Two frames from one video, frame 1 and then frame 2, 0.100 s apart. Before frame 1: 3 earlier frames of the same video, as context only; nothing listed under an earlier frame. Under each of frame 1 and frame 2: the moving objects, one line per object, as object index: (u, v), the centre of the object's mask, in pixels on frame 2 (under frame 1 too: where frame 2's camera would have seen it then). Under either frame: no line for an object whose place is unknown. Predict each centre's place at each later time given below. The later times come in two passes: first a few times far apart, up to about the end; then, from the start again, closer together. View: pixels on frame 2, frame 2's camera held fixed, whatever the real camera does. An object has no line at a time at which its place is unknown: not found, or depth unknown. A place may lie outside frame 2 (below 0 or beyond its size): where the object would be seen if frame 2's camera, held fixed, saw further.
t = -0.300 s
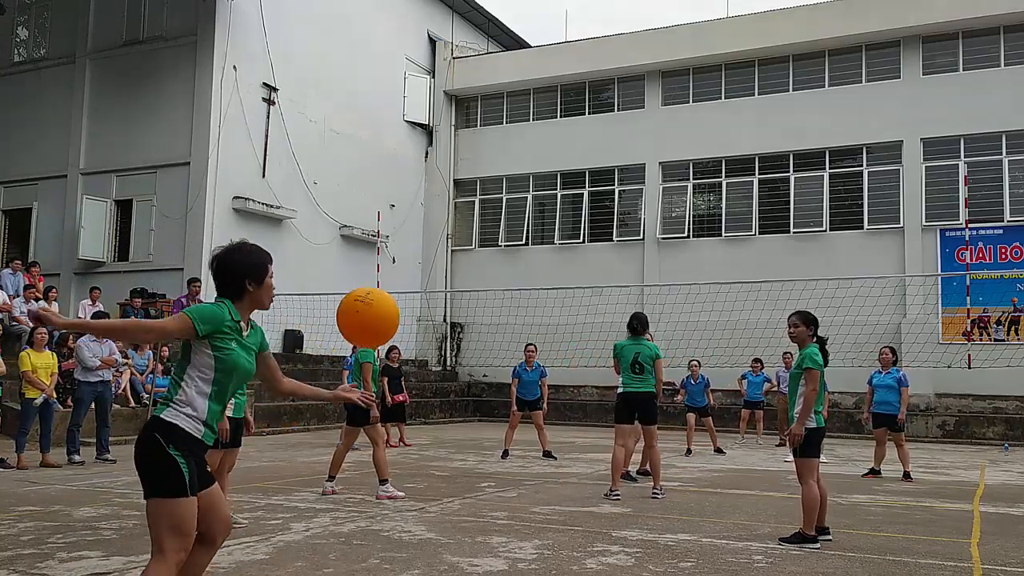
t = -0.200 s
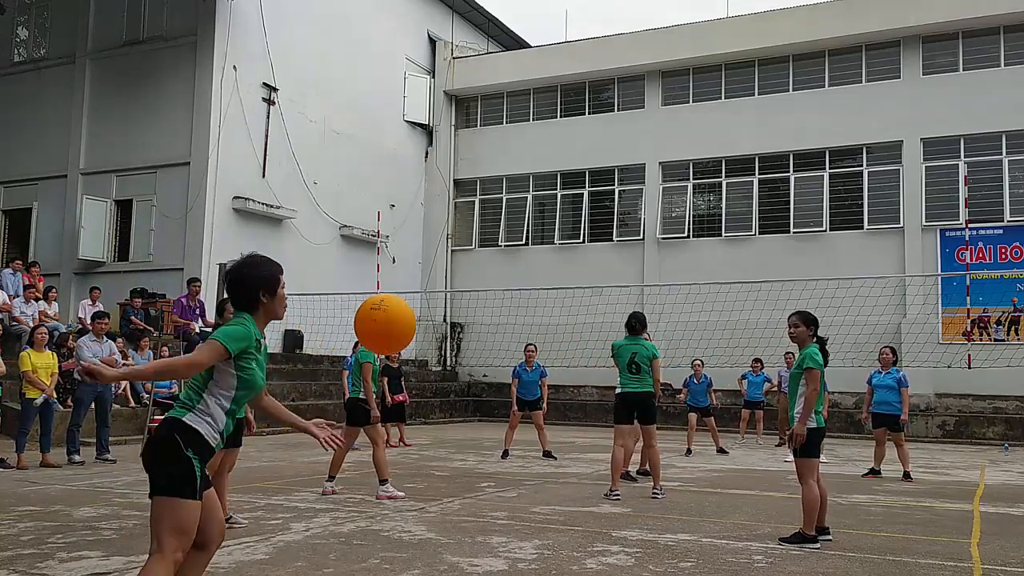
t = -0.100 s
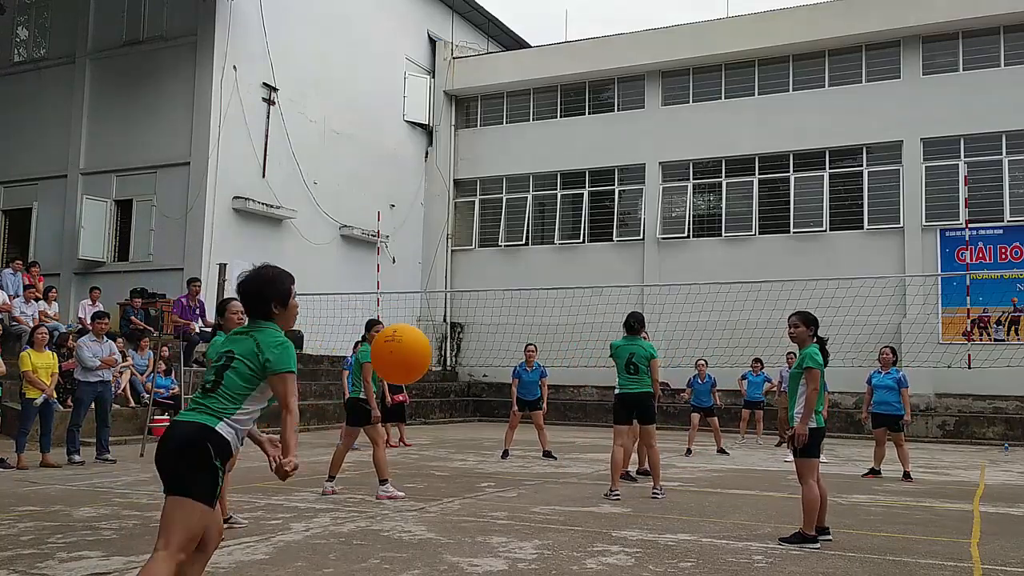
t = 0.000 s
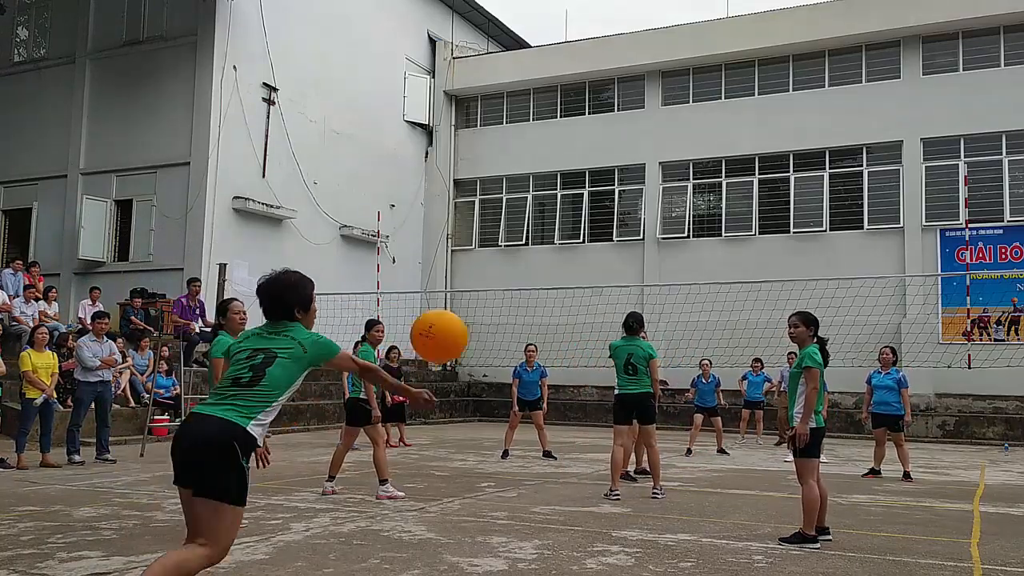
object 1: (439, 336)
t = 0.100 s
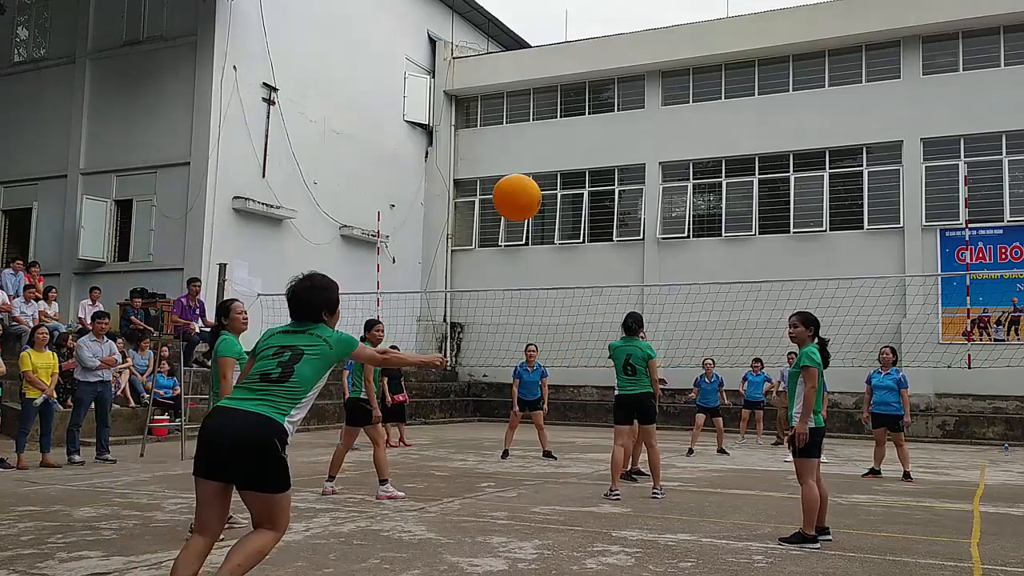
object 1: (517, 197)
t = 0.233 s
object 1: (583, 91)
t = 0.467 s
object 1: (647, 19)
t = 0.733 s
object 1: (686, 30)
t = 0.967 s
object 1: (705, 86)
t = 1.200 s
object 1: (719, 171)
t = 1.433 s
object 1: (731, 274)
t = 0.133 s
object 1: (537, 164)
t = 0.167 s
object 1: (554, 136)
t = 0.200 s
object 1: (569, 111)
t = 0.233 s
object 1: (583, 91)
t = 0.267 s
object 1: (595, 73)
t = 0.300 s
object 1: (606, 58)
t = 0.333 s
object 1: (615, 46)
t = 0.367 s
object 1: (624, 36)
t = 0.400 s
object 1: (632, 29)
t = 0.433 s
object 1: (640, 23)
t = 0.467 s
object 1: (647, 19)
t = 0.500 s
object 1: (653, 16)
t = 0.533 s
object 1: (659, 15)
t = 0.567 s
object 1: (665, 15)
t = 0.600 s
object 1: (670, 15)
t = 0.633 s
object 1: (674, 17)
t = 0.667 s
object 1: (678, 21)
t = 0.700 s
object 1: (682, 25)
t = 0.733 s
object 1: (686, 30)
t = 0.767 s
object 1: (689, 36)
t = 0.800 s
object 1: (692, 42)
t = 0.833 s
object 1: (695, 50)
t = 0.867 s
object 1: (698, 58)
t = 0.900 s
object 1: (701, 67)
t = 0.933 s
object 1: (703, 76)
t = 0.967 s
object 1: (705, 86)
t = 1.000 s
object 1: (707, 97)
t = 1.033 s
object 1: (709, 108)
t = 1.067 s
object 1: (711, 120)
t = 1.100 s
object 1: (713, 132)
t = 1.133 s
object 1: (715, 145)
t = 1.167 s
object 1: (717, 158)
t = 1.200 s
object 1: (719, 171)
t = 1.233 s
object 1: (721, 185)
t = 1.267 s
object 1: (722, 200)
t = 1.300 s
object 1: (724, 214)
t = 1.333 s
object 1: (726, 229)
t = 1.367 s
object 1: (727, 244)
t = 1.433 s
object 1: (731, 274)
